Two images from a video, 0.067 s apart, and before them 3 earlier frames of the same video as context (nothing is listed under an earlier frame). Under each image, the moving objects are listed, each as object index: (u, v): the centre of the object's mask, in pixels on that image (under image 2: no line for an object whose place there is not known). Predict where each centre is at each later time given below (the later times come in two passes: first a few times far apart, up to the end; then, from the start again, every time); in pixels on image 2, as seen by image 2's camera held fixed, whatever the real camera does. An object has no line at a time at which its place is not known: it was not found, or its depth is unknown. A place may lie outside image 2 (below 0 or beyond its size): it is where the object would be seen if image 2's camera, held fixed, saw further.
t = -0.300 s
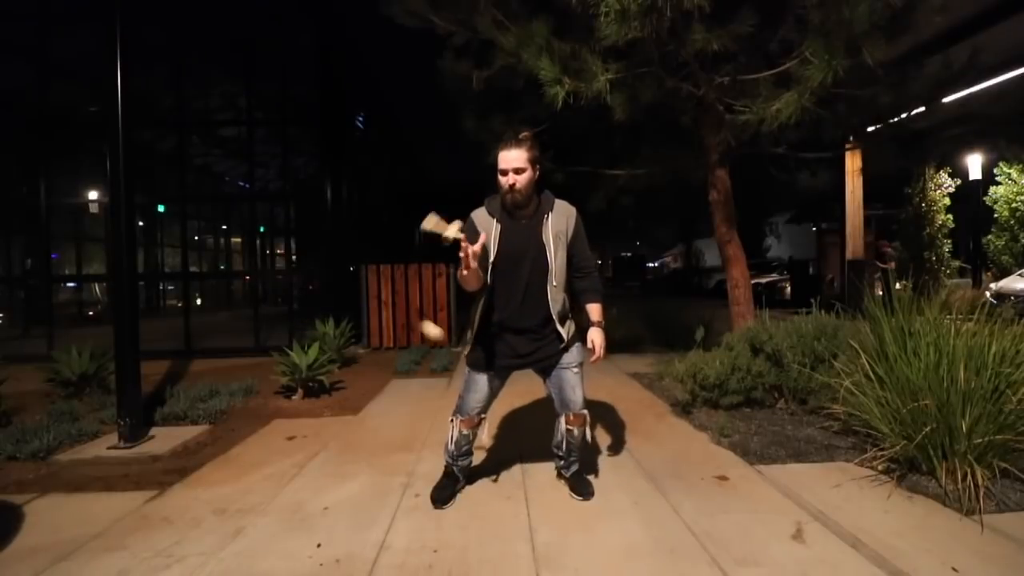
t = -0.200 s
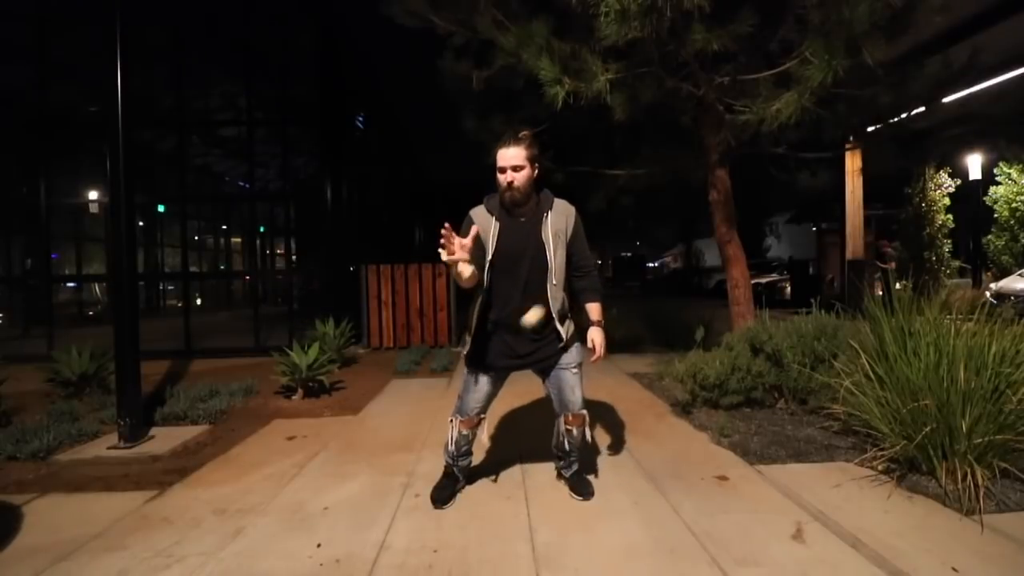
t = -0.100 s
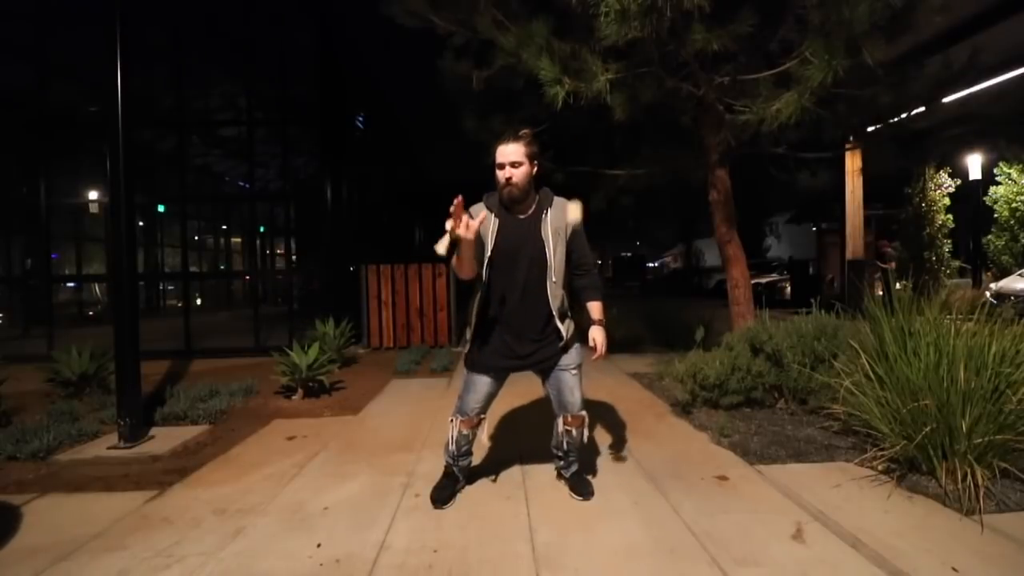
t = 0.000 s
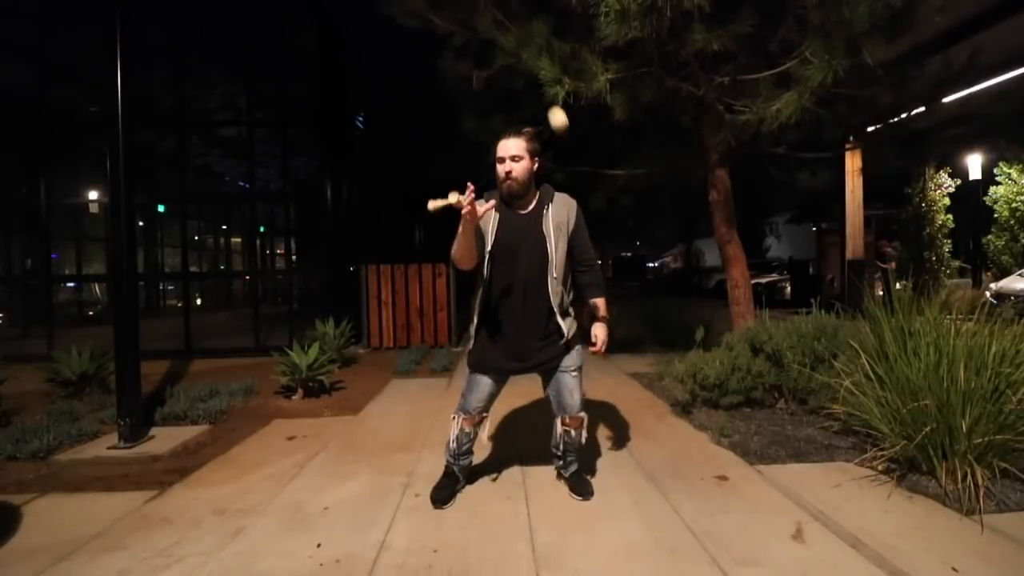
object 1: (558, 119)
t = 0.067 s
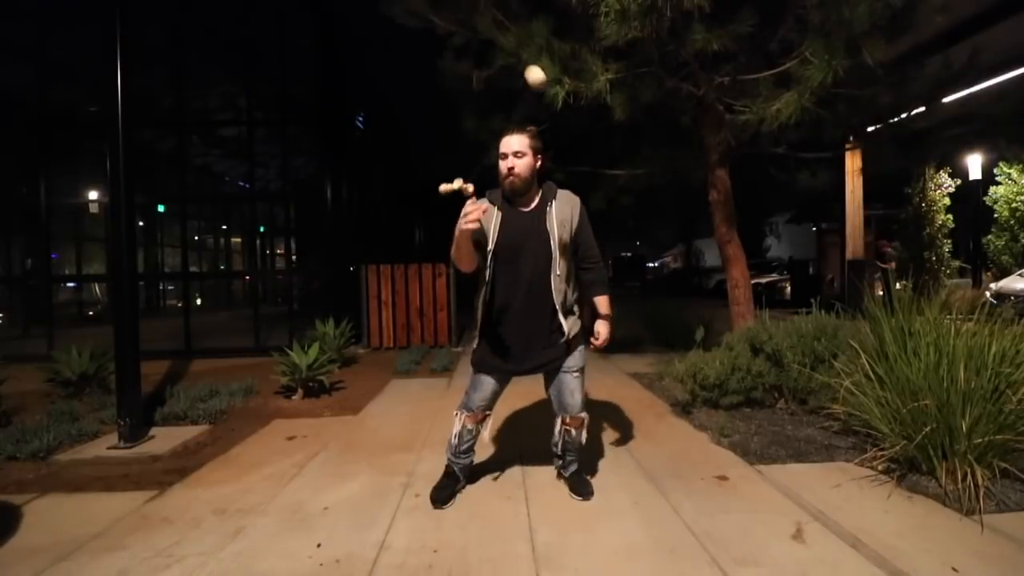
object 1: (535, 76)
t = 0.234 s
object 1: (471, 42)
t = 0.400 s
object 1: (410, 121)
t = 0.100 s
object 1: (522, 61)
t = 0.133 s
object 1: (510, 50)
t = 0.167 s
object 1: (497, 43)
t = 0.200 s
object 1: (484, 40)
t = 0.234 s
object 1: (471, 42)
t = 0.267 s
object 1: (458, 49)
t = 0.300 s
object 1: (445, 62)
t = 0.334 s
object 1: (433, 78)
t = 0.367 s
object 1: (422, 98)
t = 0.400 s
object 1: (410, 121)
